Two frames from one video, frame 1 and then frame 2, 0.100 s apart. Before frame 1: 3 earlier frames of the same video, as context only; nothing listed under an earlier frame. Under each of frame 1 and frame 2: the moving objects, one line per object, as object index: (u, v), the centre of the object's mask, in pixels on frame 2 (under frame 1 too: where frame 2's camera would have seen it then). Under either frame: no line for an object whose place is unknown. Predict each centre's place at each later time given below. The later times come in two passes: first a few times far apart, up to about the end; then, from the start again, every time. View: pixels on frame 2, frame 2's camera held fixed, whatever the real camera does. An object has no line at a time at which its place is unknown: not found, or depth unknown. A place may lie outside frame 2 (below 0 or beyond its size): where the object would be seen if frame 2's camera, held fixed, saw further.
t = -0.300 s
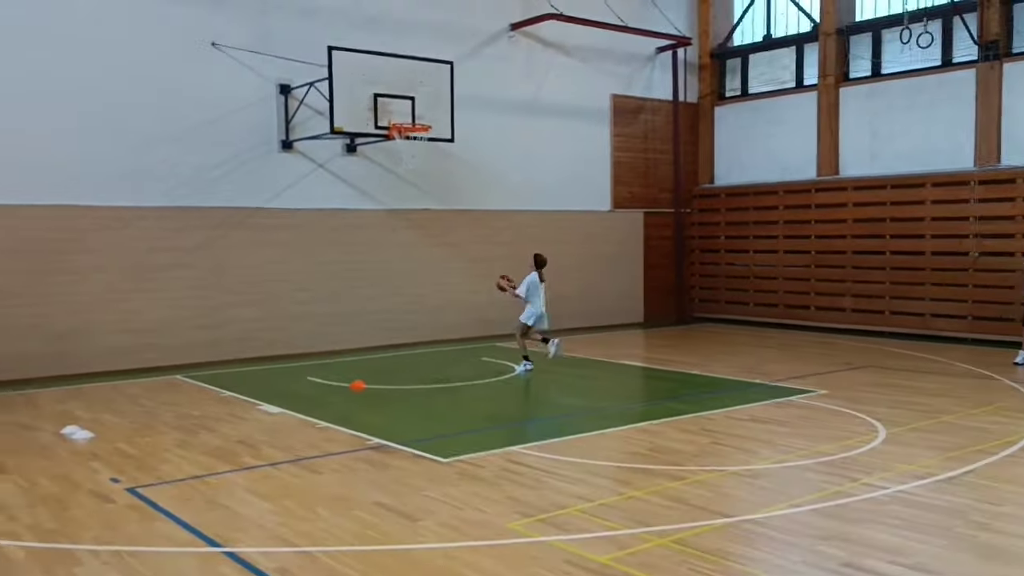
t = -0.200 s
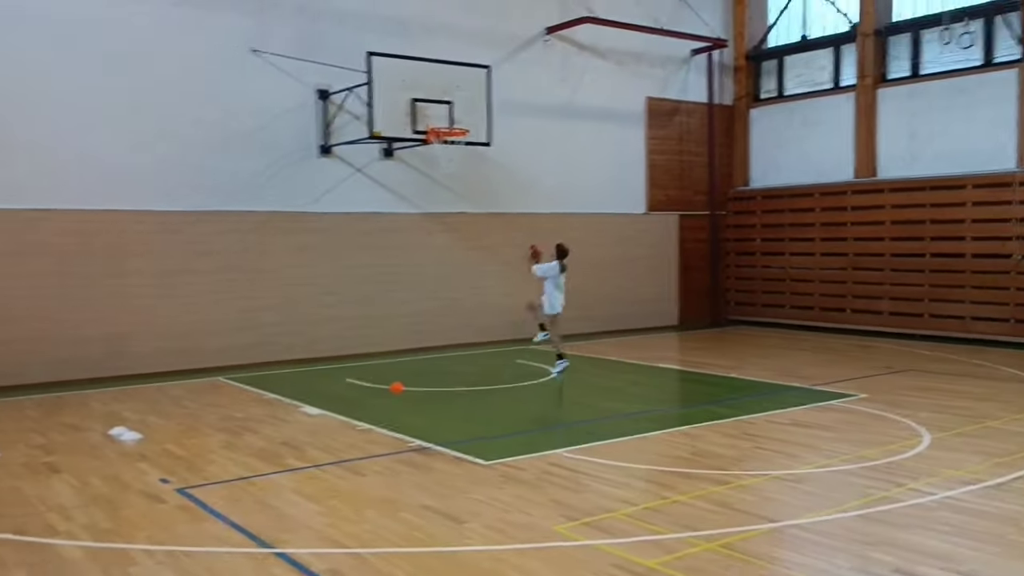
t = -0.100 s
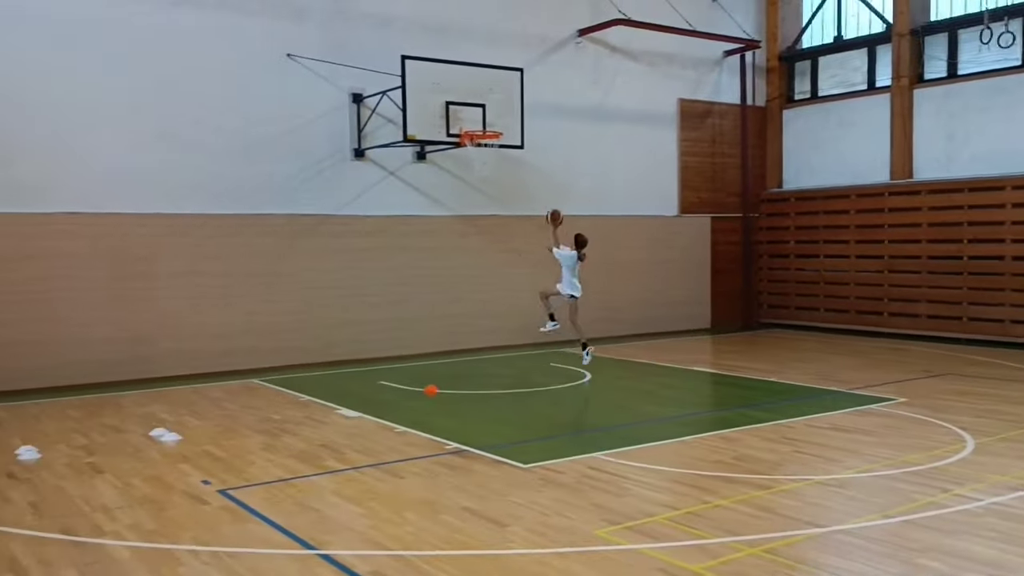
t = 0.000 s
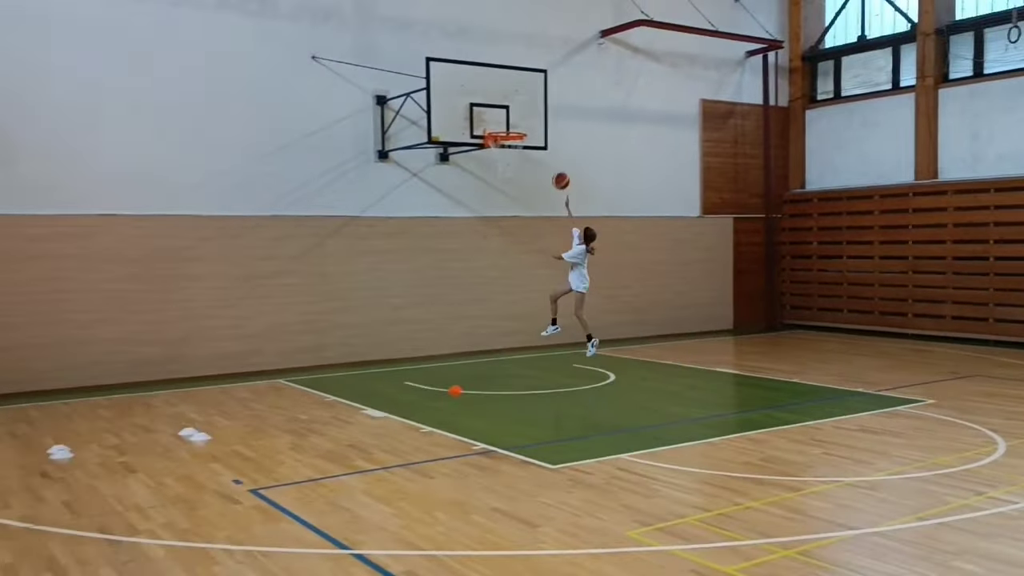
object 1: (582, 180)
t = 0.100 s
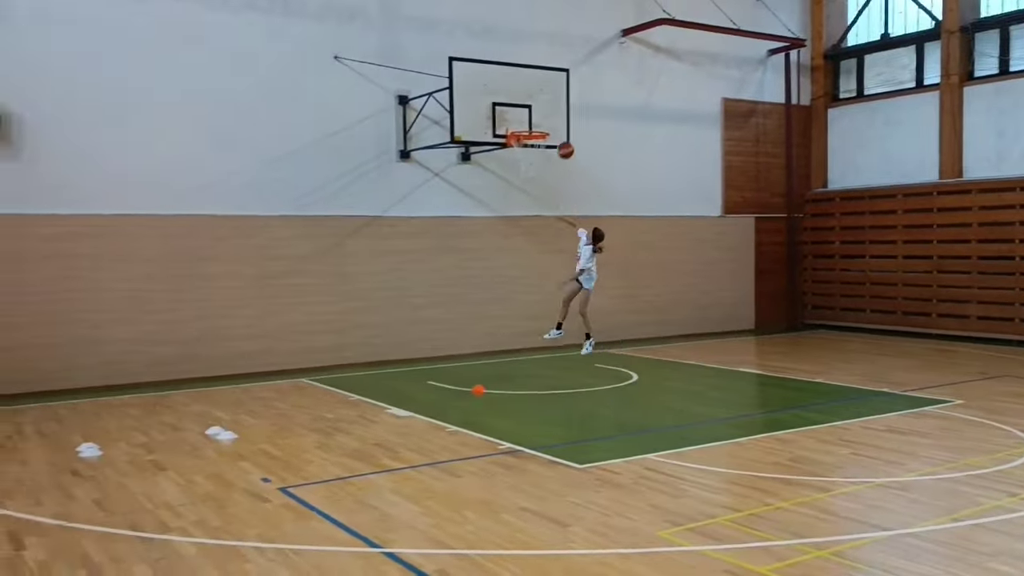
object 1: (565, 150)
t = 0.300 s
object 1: (536, 116)
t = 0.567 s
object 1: (543, 126)
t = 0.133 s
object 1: (560, 142)
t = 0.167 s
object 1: (554, 134)
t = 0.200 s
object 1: (548, 128)
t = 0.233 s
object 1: (542, 123)
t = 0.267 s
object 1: (537, 118)
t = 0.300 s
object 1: (536, 116)
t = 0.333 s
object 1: (537, 114)
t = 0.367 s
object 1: (538, 113)
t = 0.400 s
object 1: (539, 113)
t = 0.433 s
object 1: (539, 114)
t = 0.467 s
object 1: (540, 116)
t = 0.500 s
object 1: (541, 119)
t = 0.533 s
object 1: (542, 121)
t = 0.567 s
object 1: (543, 126)
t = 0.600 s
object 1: (540, 126)
